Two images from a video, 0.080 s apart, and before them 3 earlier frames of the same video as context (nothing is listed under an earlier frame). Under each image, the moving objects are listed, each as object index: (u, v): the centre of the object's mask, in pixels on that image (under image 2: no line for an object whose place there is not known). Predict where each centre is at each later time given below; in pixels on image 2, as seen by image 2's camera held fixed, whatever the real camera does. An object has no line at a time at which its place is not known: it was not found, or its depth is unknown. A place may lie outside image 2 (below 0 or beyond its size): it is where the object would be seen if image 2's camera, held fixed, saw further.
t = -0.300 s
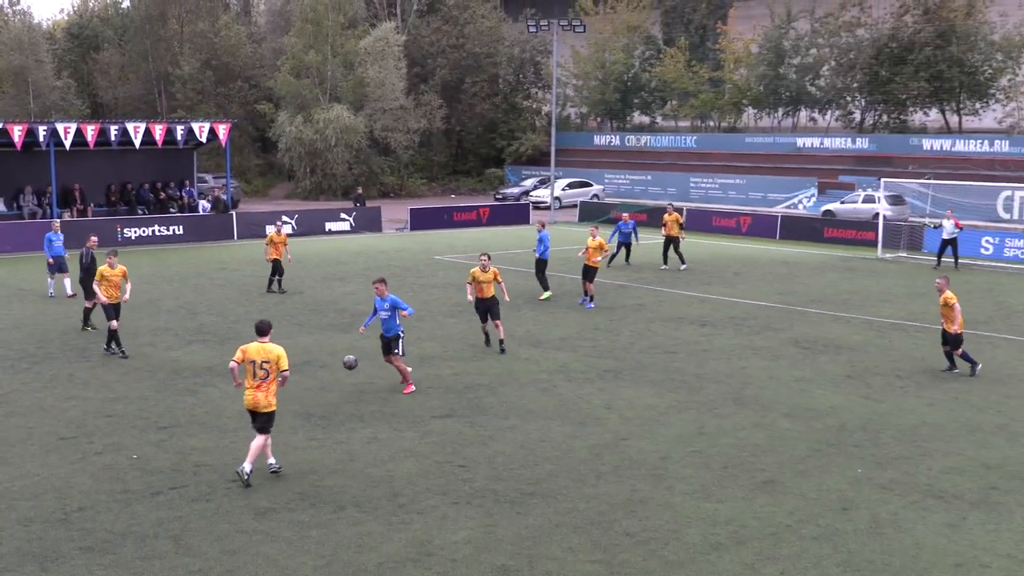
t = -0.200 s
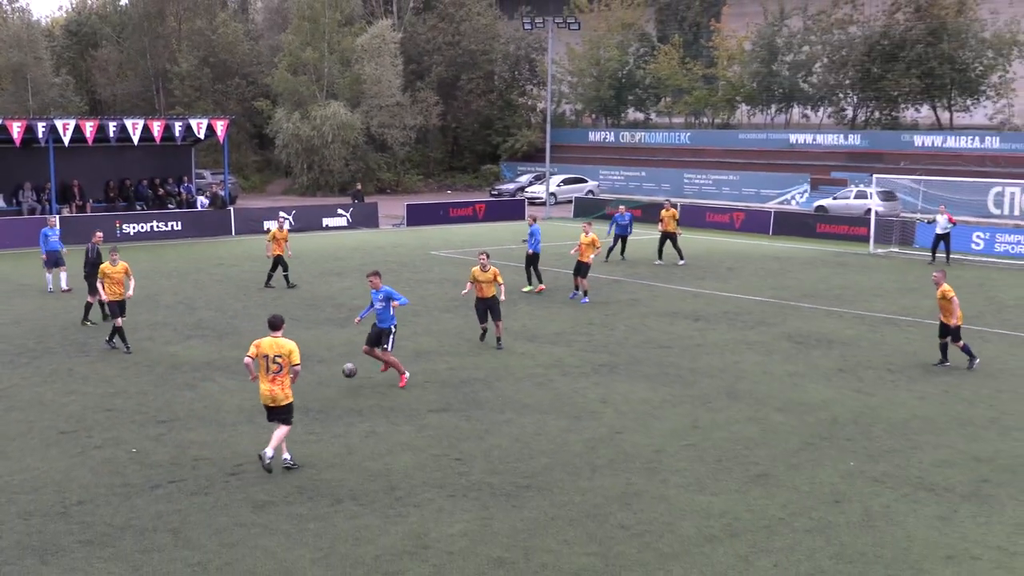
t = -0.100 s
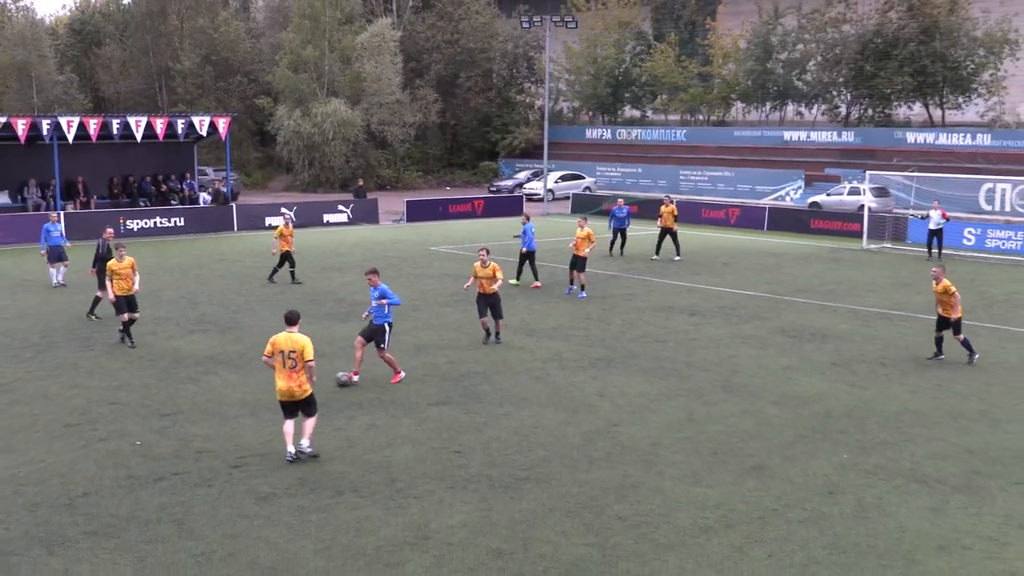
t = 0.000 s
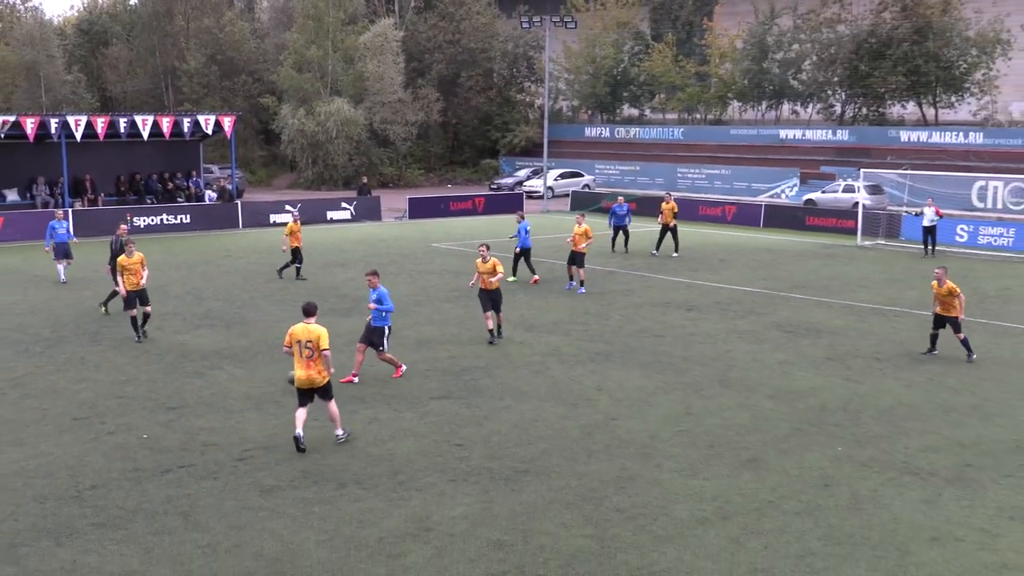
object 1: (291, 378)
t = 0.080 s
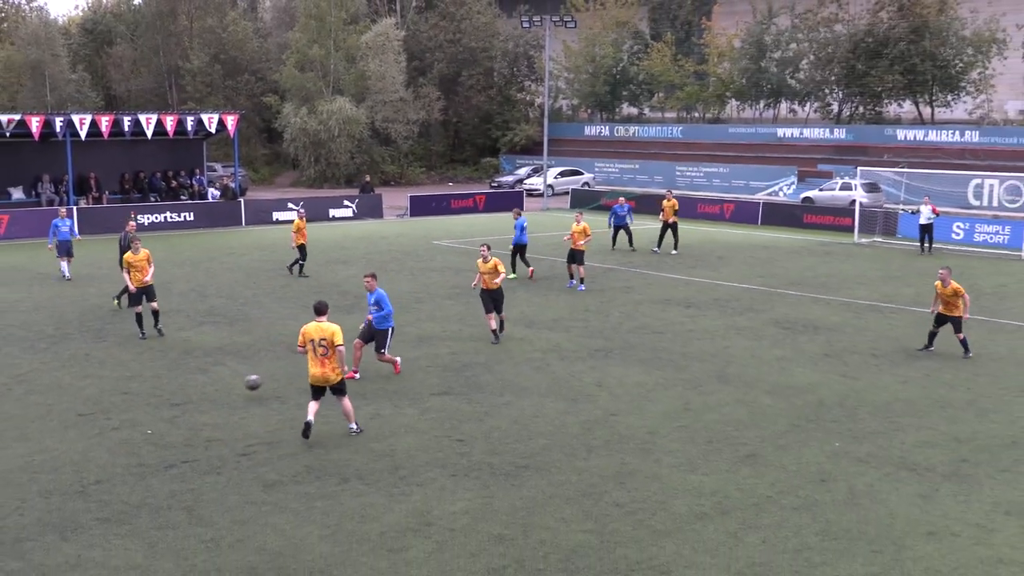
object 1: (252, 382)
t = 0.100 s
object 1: (241, 385)
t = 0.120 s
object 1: (230, 388)
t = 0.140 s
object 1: (218, 392)
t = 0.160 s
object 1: (207, 395)
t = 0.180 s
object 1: (196, 399)
